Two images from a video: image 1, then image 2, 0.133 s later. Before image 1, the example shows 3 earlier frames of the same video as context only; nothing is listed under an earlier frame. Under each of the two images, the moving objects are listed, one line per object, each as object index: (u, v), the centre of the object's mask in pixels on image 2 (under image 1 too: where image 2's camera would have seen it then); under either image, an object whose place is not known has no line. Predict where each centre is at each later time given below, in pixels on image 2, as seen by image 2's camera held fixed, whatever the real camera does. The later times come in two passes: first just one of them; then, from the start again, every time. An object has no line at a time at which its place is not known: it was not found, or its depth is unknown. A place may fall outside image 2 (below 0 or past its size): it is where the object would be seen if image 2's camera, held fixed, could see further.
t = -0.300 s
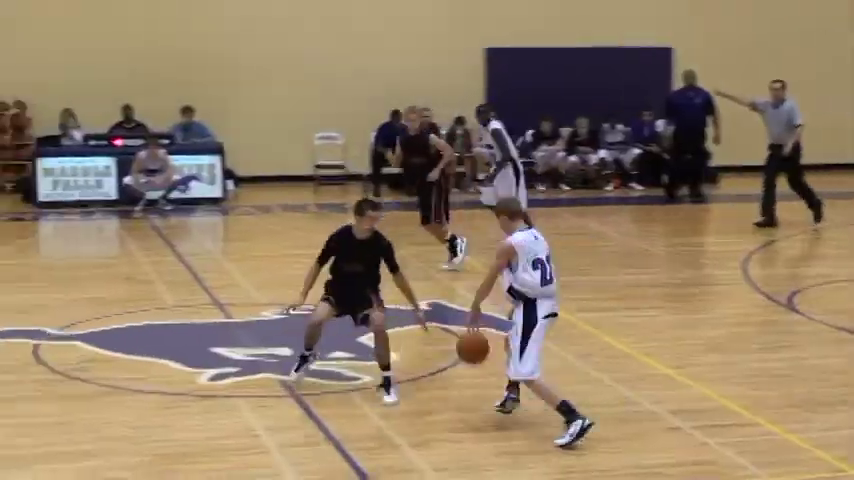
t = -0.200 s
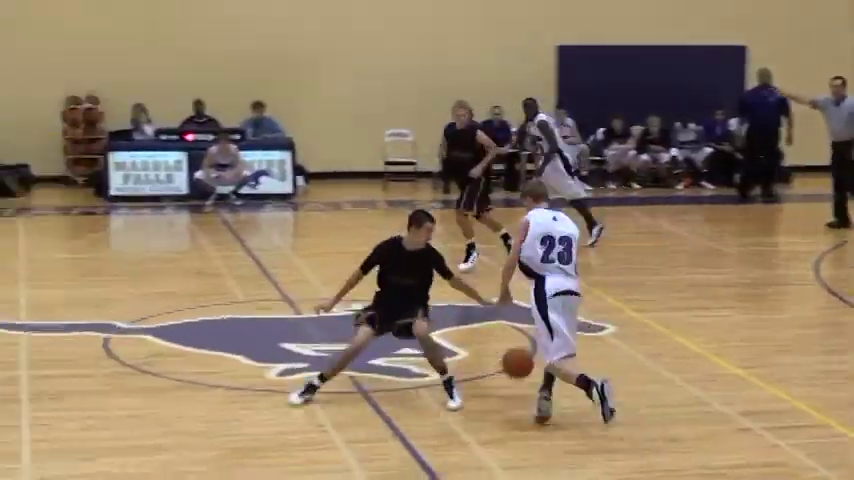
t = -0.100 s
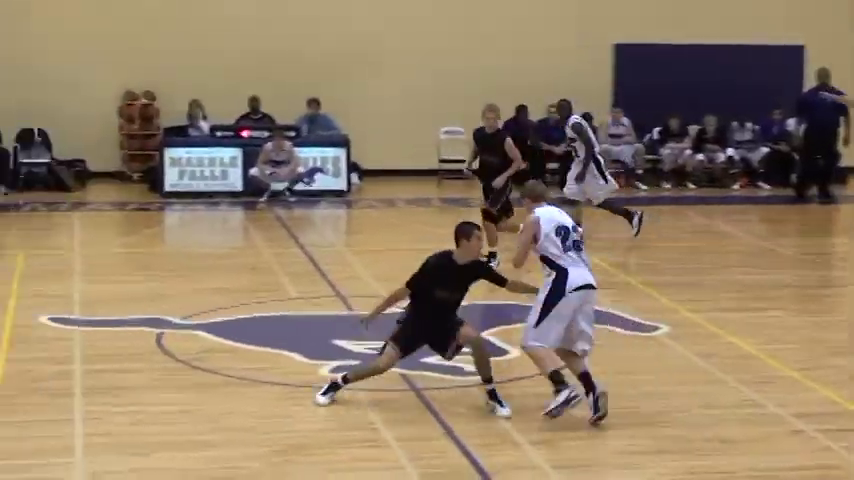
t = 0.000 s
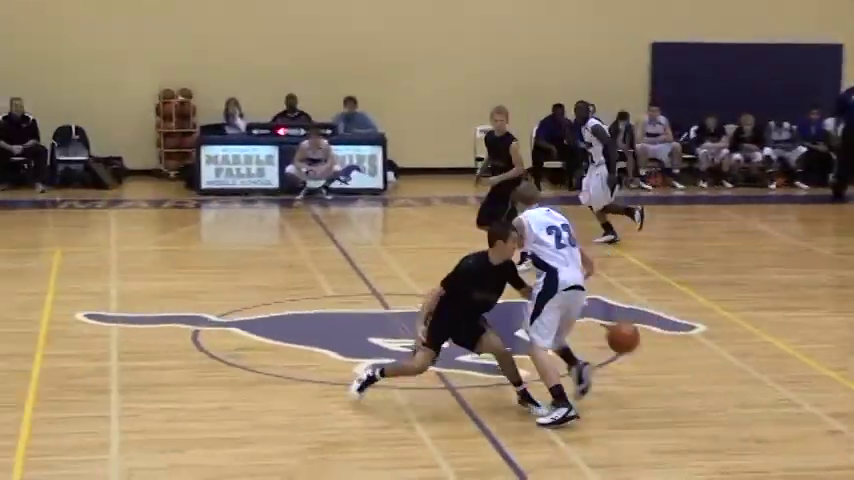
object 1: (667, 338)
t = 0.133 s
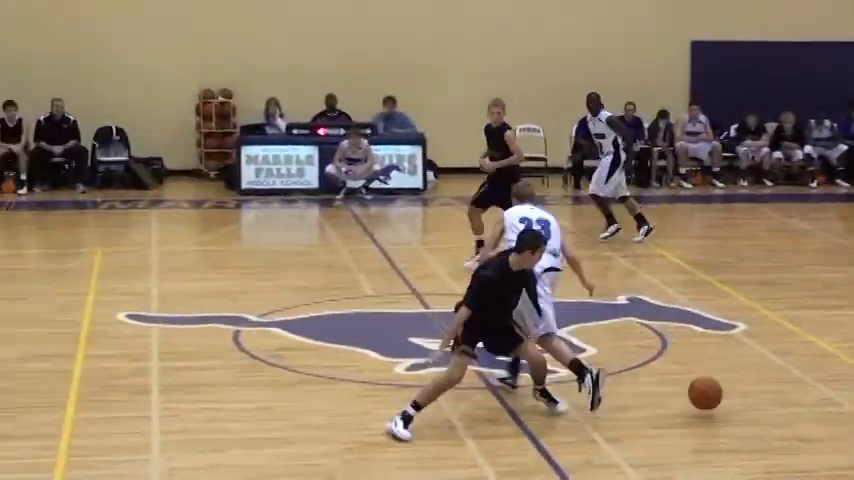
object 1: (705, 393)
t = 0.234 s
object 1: (719, 366)
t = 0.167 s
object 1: (710, 383)
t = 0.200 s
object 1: (714, 373)
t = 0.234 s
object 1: (719, 366)
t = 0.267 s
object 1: (724, 359)
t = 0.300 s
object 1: (730, 354)
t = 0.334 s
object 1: (737, 350)
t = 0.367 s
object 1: (744, 348)
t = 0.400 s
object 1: (750, 348)
